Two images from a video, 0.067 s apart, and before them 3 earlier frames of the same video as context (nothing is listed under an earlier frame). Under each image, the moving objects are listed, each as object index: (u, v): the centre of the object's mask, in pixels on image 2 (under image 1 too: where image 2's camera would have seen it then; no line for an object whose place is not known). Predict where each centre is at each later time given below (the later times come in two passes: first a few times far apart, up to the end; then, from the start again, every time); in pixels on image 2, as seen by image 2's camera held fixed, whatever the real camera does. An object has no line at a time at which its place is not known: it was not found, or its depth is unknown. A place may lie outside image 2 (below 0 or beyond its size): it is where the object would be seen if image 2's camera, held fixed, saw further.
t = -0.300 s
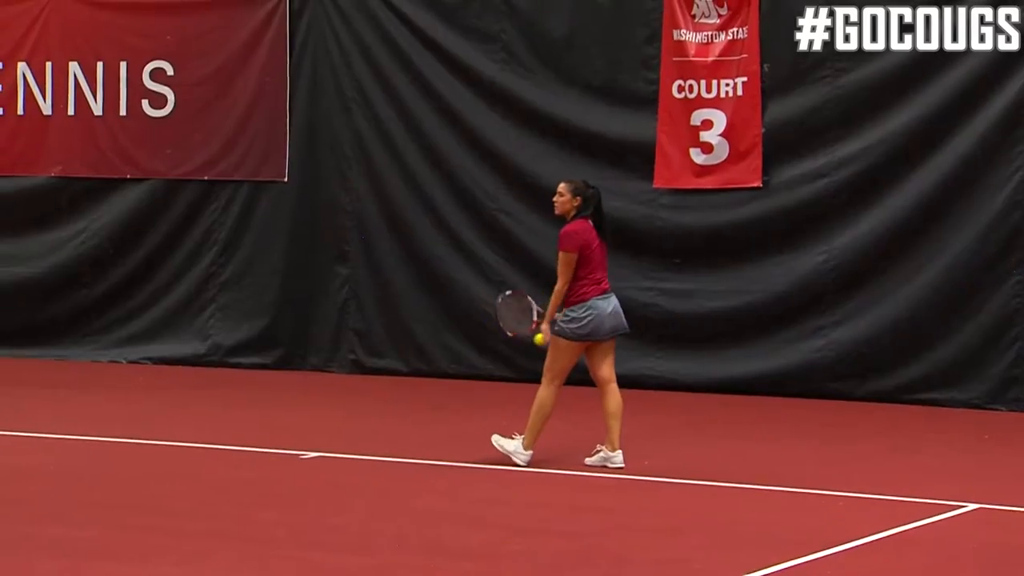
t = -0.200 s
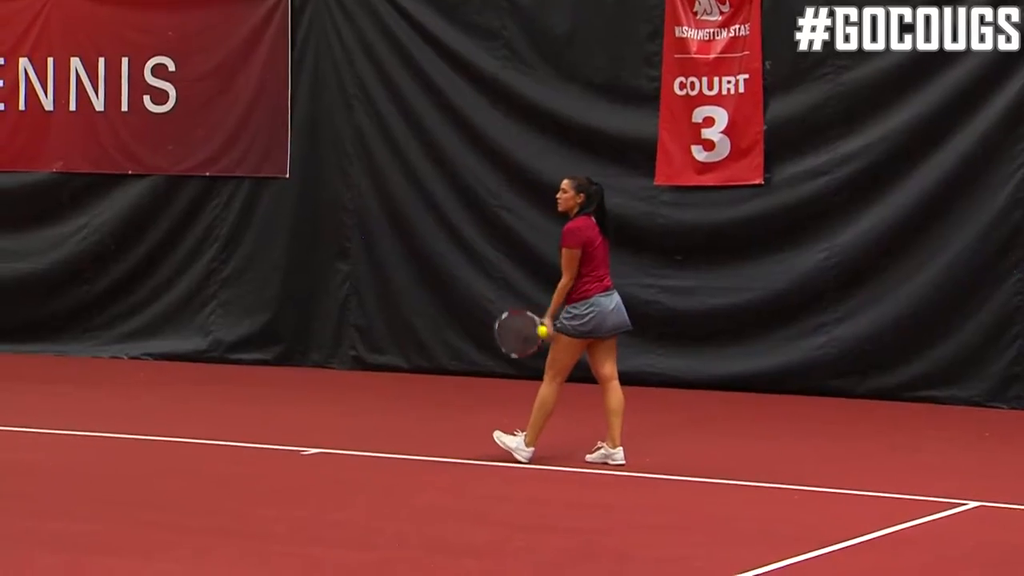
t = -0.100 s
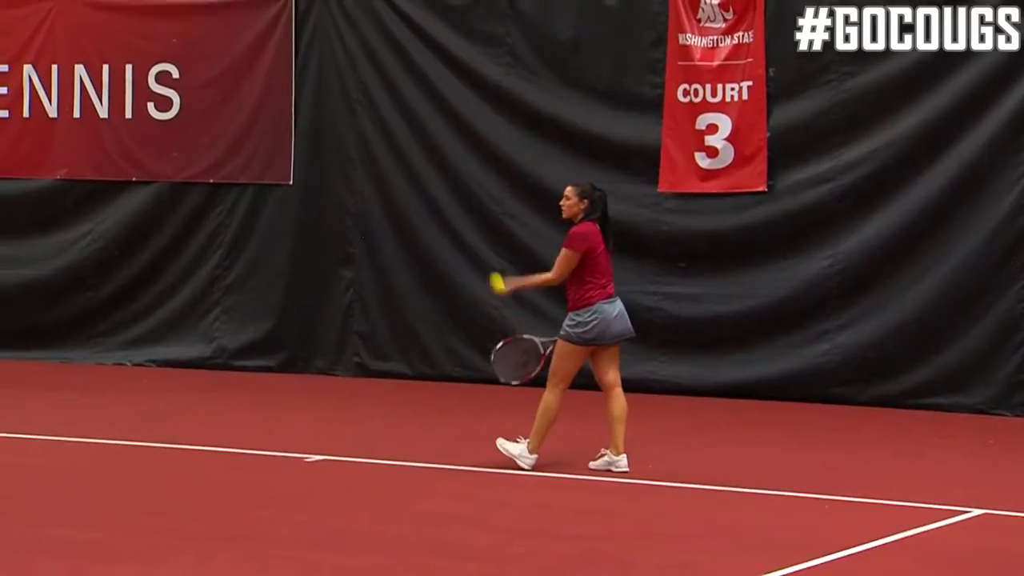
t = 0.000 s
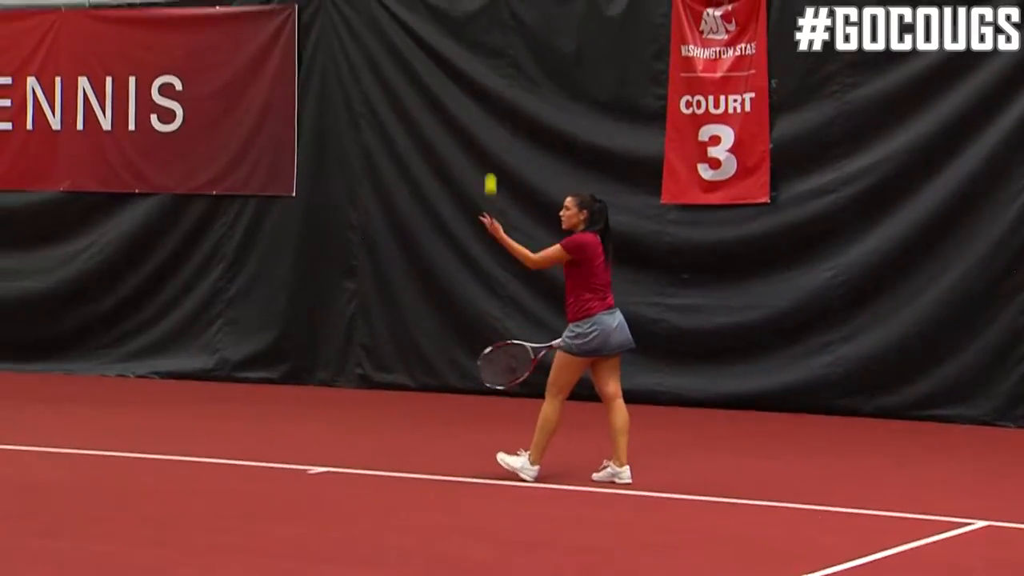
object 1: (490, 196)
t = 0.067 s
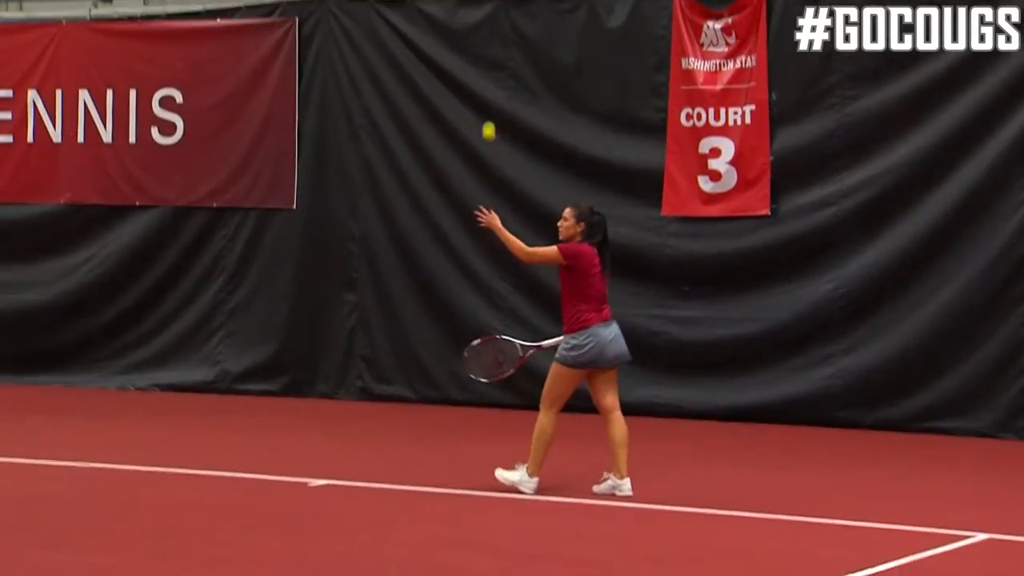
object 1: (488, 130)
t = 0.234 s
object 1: (483, 1)
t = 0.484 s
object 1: (473, -105)
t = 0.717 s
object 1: (463, -105)
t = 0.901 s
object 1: (454, -37)
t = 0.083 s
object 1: (488, 115)
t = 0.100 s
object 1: (487, 101)
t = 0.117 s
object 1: (486, 86)
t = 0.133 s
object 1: (486, 72)
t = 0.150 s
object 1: (485, 59)
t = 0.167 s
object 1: (485, 46)
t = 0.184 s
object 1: (484, 34)
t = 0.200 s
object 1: (484, 22)
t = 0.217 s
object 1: (483, 11)
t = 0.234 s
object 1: (483, 1)
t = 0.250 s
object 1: (482, -11)
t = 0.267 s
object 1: (481, -20)
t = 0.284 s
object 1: (481, -30)
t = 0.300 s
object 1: (480, -39)
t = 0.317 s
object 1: (479, -47)
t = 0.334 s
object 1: (478, -55)
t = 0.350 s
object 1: (478, -63)
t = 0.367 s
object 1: (477, -69)
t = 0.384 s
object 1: (476, -76)
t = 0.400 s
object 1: (476, -82)
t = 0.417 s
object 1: (475, -88)
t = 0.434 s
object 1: (475, -93)
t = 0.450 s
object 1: (474, -98)
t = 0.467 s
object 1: (474, -101)
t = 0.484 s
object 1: (473, -105)
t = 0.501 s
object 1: (472, -108)
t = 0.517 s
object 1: (471, -110)
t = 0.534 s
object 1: (470, -112)
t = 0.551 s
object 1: (470, -114)
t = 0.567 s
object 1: (469, -115)
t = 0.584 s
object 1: (468, -116)
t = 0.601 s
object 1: (468, -117)
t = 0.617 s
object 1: (467, -116)
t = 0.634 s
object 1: (466, -116)
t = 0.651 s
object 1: (465, -114)
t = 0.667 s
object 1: (465, -112)
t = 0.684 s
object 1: (464, -110)
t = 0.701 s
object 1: (463, -108)
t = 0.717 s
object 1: (463, -105)
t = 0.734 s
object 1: (462, -101)
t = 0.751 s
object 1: (461, -97)
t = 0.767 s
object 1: (460, -92)
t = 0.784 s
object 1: (460, -87)
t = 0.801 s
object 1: (459, -81)
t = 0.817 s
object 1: (458, -75)
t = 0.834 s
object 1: (458, -68)
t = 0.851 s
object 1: (457, -61)
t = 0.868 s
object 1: (456, -54)
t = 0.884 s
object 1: (455, -46)
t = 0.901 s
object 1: (454, -37)
